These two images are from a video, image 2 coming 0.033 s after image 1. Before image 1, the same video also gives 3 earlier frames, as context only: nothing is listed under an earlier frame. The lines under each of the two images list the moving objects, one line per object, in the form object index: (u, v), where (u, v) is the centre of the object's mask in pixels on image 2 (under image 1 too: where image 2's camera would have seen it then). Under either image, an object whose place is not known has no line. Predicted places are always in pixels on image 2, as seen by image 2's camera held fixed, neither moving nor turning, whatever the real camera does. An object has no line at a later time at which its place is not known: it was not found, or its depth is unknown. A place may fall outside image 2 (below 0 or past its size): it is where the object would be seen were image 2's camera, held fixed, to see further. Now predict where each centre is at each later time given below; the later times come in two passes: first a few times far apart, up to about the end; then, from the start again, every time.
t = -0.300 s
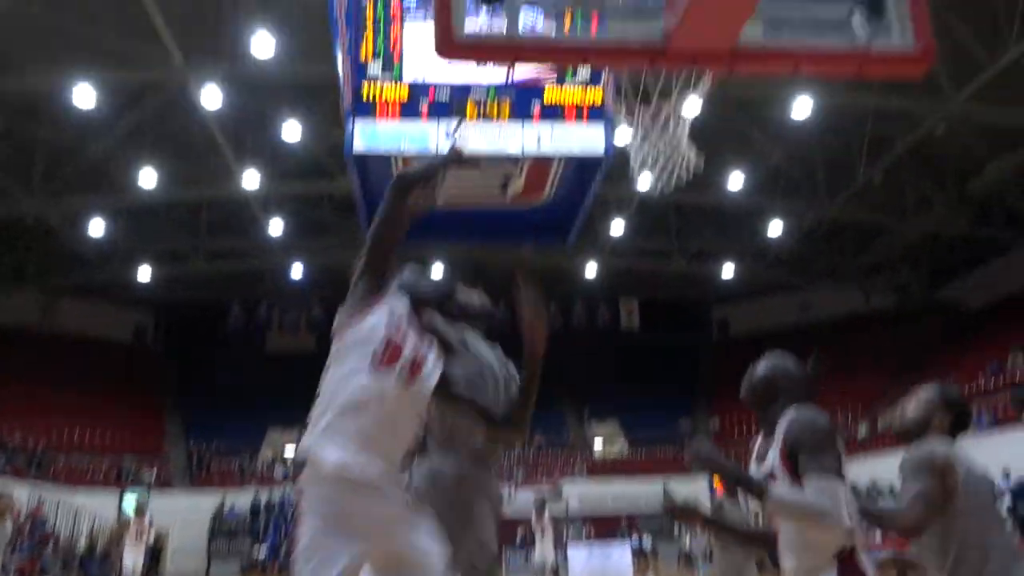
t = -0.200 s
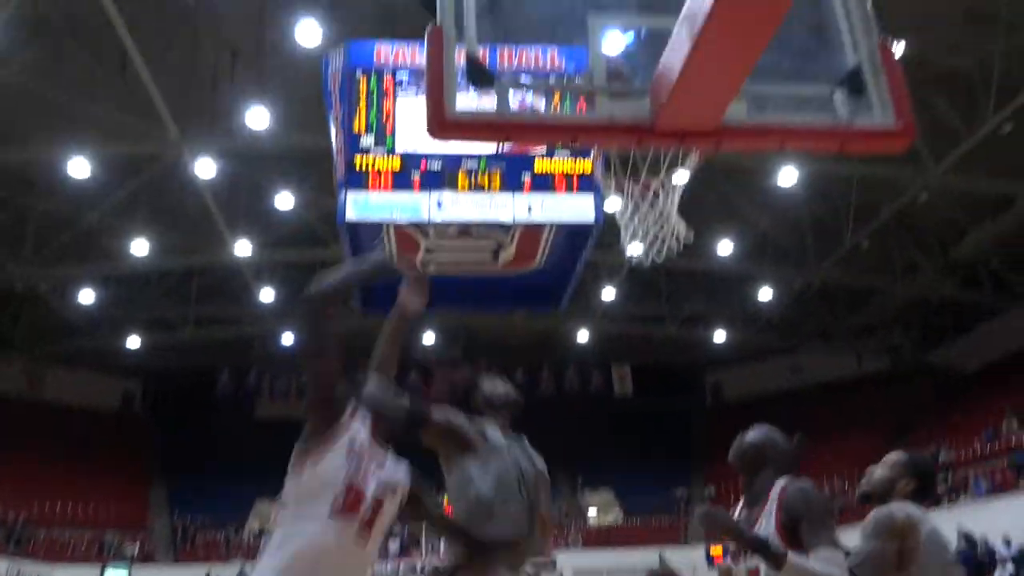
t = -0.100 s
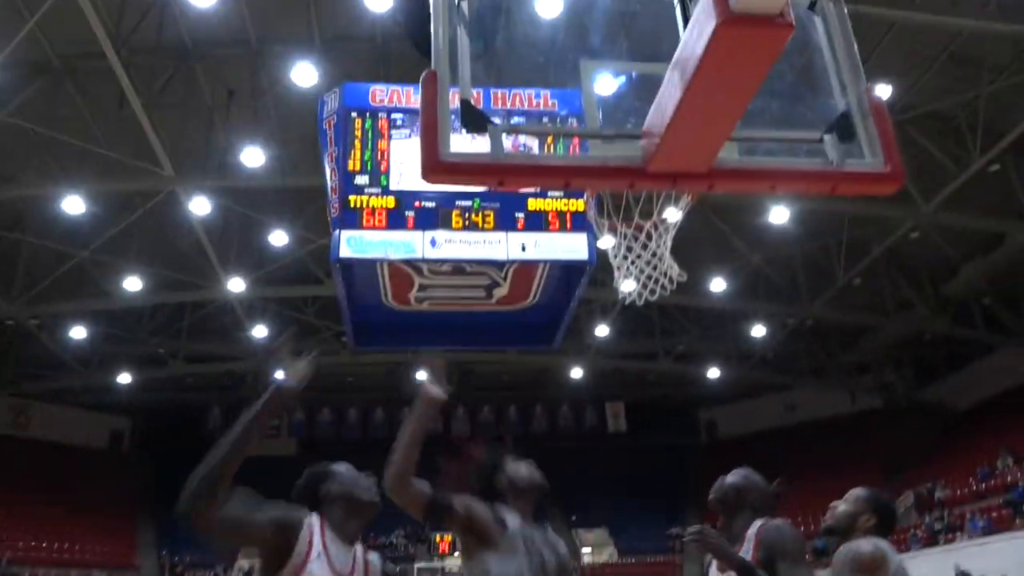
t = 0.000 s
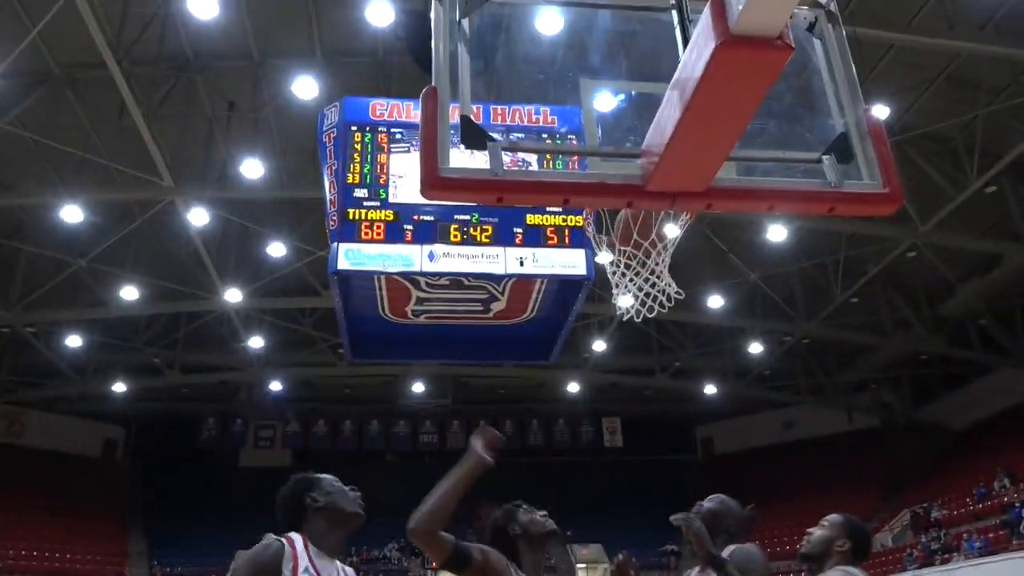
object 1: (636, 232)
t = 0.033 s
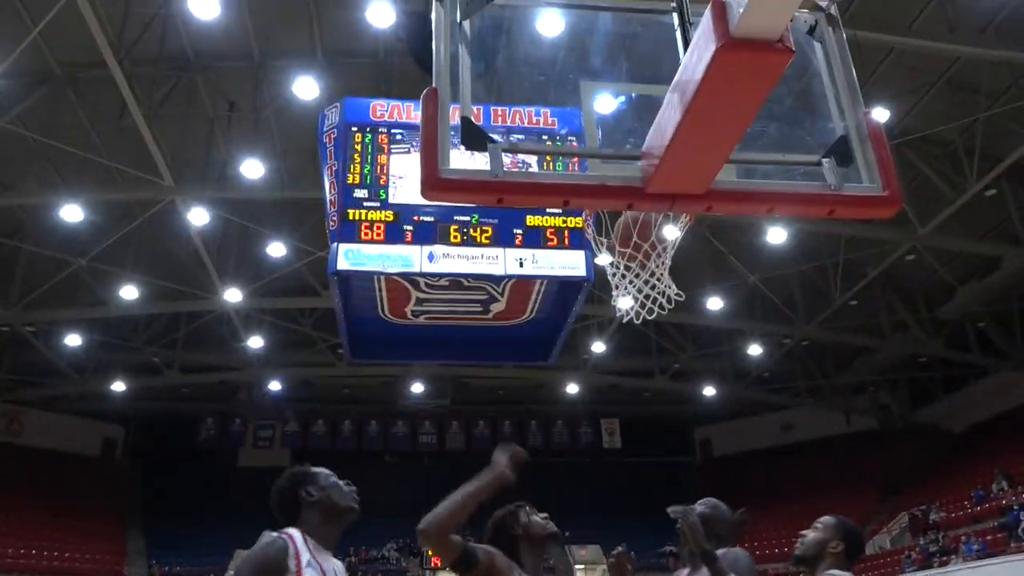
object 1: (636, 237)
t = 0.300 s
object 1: (639, 272)
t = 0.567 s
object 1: (650, 422)
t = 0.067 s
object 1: (639, 243)
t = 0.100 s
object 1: (640, 253)
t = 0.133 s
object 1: (640, 257)
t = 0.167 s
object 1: (639, 258)
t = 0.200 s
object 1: (638, 257)
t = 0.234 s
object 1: (638, 259)
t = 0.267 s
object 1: (638, 268)
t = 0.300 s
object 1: (639, 272)
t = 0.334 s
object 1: (639, 280)
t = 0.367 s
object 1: (640, 291)
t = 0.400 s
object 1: (640, 308)
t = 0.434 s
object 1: (641, 325)
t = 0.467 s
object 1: (643, 343)
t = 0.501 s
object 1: (644, 366)
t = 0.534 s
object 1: (647, 392)
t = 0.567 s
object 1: (650, 422)
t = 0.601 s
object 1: (654, 454)
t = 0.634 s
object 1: (657, 492)
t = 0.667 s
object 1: (663, 534)
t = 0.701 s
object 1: (667, 580)
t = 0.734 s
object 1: (673, 640)
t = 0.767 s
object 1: (677, 700)
